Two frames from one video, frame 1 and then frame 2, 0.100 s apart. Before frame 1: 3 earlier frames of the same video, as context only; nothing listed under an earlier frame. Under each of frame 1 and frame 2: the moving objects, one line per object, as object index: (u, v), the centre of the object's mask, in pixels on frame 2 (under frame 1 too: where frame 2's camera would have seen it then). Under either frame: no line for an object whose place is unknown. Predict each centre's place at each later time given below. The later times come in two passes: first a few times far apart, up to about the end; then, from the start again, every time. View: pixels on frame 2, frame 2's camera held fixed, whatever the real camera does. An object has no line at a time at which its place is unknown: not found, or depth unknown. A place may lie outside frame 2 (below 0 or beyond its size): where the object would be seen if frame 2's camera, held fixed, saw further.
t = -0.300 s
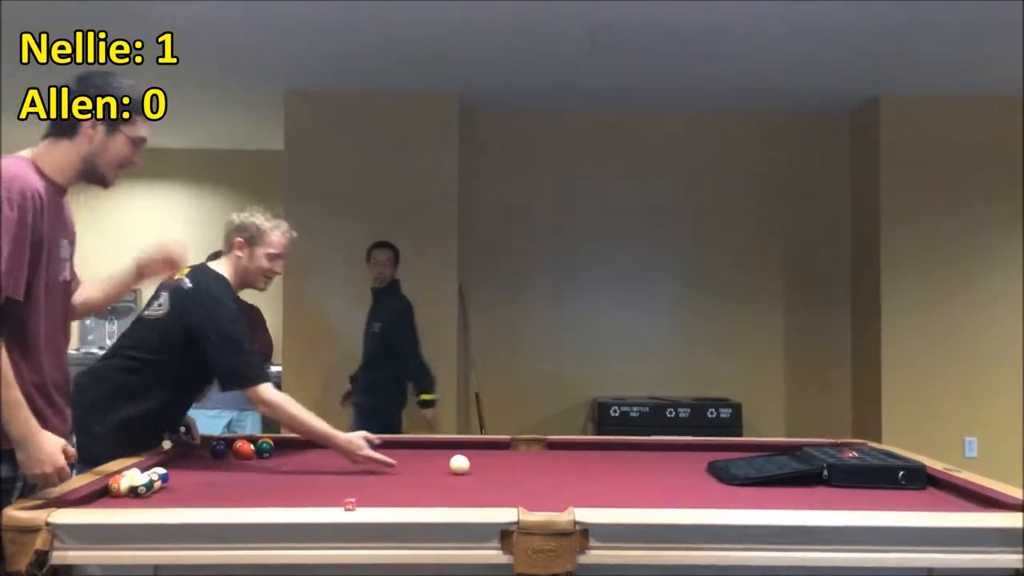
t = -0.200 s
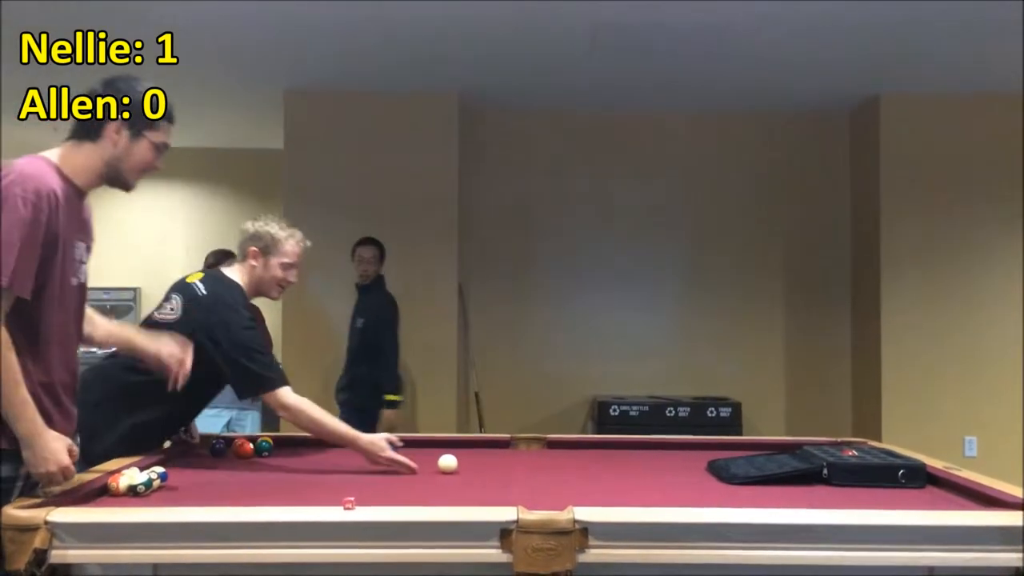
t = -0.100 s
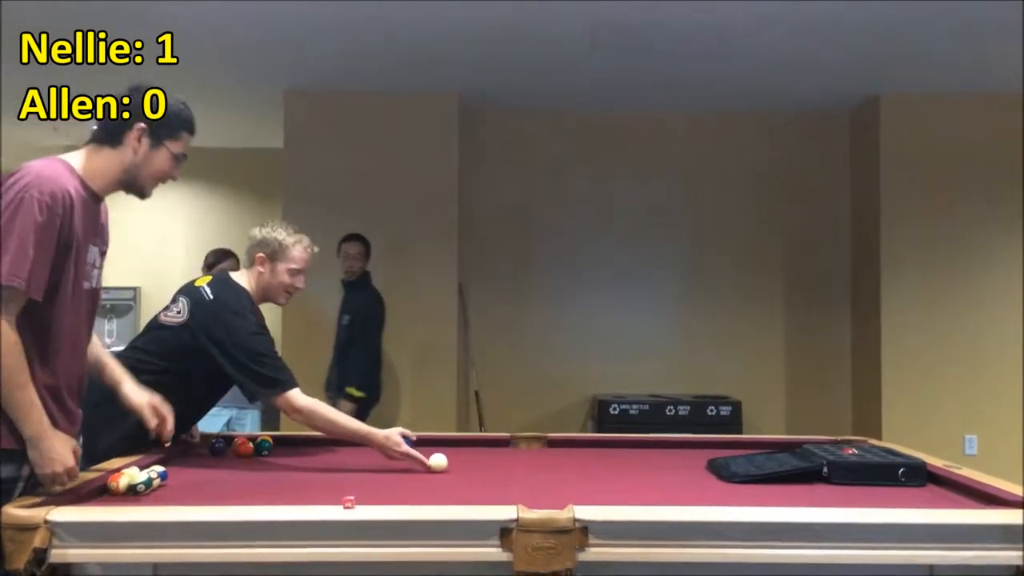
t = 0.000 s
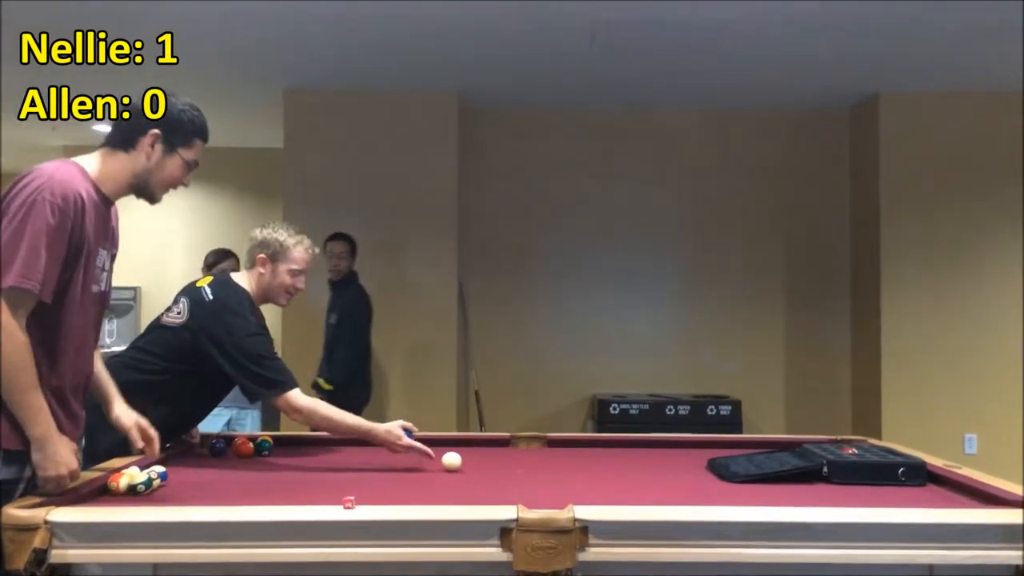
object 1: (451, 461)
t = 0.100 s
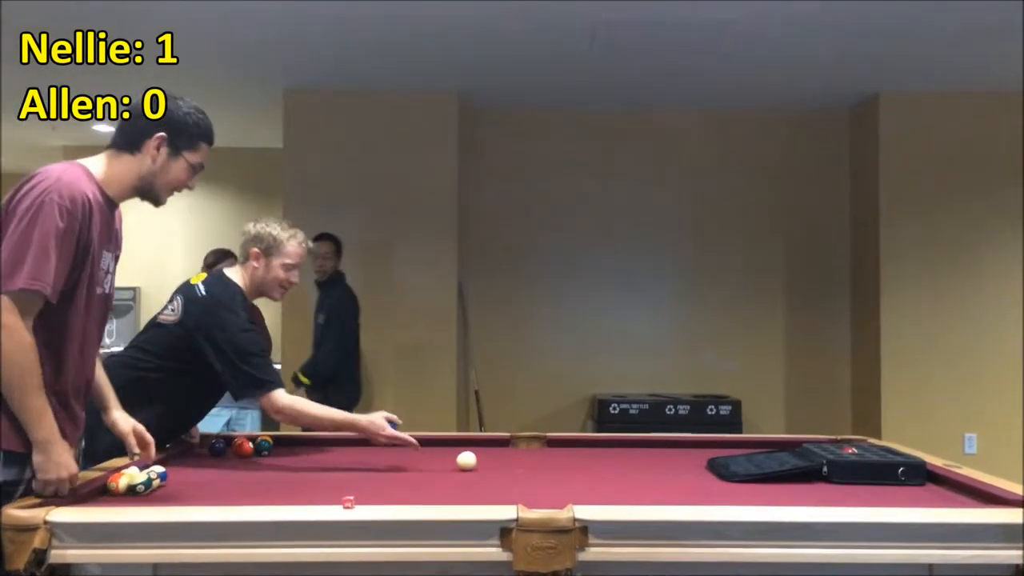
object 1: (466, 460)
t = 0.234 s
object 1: (486, 460)
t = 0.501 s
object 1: (523, 458)
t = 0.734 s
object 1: (553, 457)
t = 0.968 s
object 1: (581, 455)
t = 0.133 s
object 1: (471, 460)
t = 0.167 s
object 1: (476, 460)
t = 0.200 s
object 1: (481, 460)
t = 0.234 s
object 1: (486, 460)
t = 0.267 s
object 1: (491, 460)
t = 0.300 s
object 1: (496, 459)
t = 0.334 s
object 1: (500, 459)
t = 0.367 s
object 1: (505, 459)
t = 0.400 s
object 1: (509, 458)
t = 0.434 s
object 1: (514, 459)
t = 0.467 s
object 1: (518, 458)
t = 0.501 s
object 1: (523, 458)
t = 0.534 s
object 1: (527, 458)
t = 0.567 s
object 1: (532, 458)
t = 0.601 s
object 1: (536, 458)
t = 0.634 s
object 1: (540, 458)
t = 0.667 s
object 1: (544, 457)
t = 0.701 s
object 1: (549, 457)
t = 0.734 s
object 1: (553, 457)
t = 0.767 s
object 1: (557, 456)
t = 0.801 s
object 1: (561, 456)
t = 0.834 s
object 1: (565, 456)
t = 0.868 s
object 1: (569, 456)
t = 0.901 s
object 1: (572, 456)
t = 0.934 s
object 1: (577, 456)
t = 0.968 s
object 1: (581, 455)
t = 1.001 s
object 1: (584, 455)
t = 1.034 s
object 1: (588, 455)
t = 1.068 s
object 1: (592, 455)
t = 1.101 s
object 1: (596, 455)
